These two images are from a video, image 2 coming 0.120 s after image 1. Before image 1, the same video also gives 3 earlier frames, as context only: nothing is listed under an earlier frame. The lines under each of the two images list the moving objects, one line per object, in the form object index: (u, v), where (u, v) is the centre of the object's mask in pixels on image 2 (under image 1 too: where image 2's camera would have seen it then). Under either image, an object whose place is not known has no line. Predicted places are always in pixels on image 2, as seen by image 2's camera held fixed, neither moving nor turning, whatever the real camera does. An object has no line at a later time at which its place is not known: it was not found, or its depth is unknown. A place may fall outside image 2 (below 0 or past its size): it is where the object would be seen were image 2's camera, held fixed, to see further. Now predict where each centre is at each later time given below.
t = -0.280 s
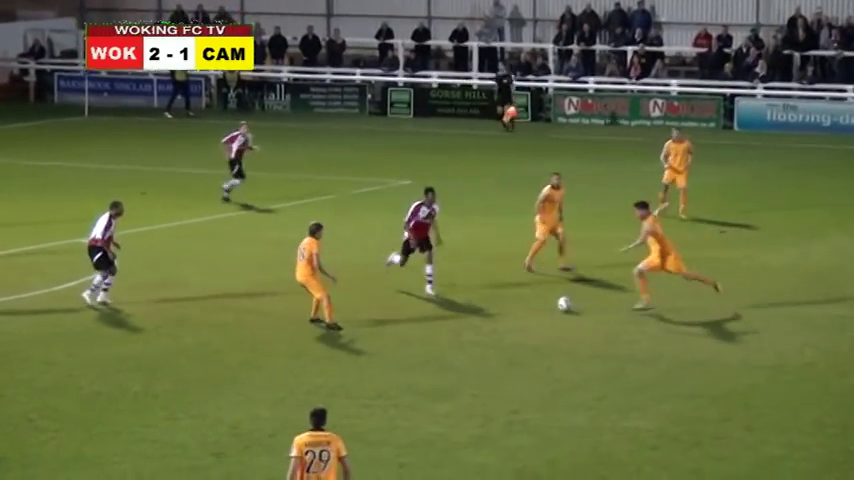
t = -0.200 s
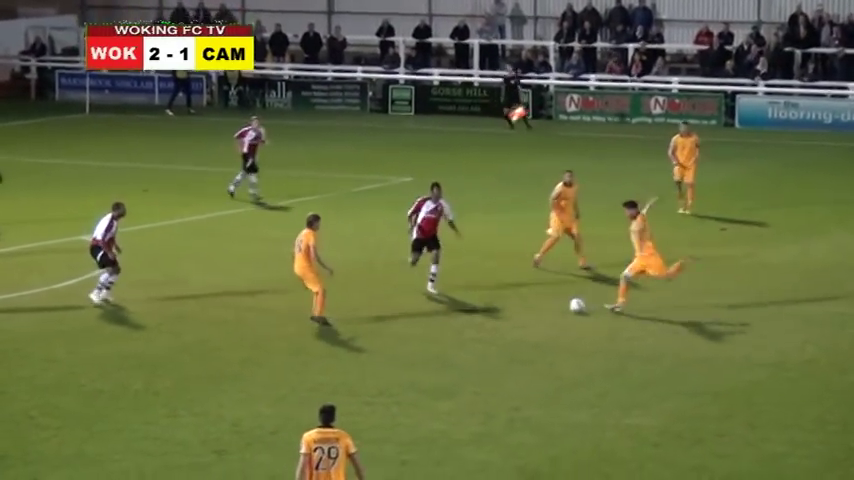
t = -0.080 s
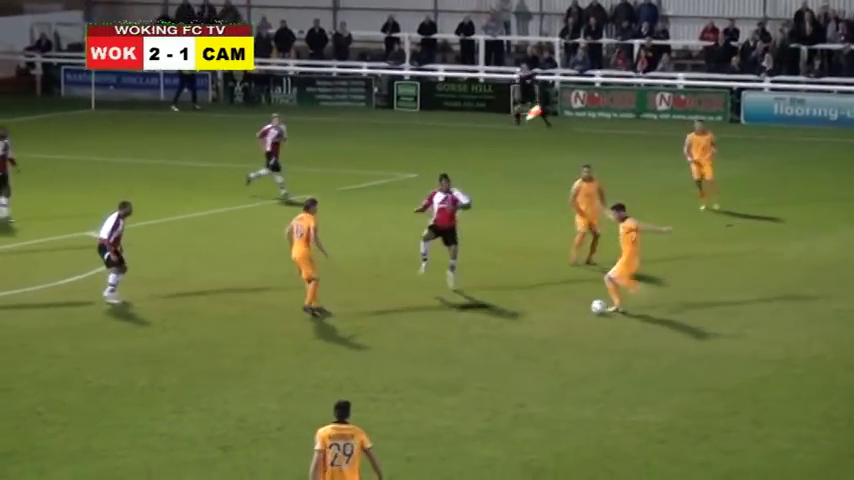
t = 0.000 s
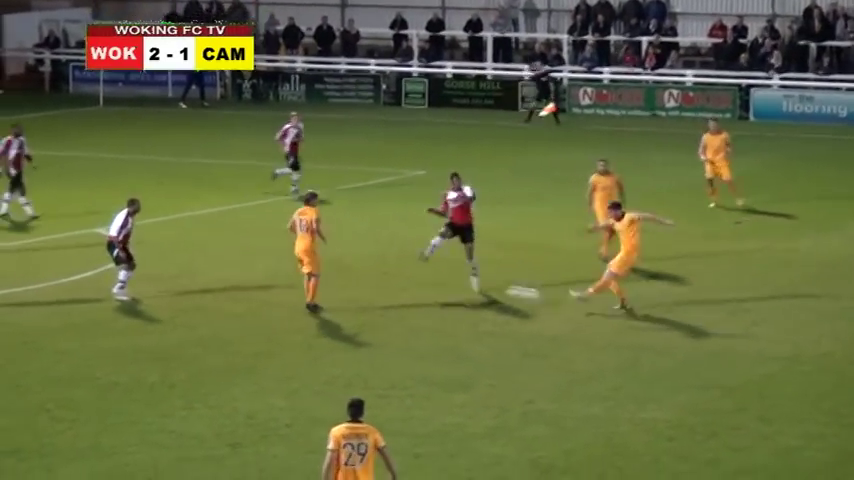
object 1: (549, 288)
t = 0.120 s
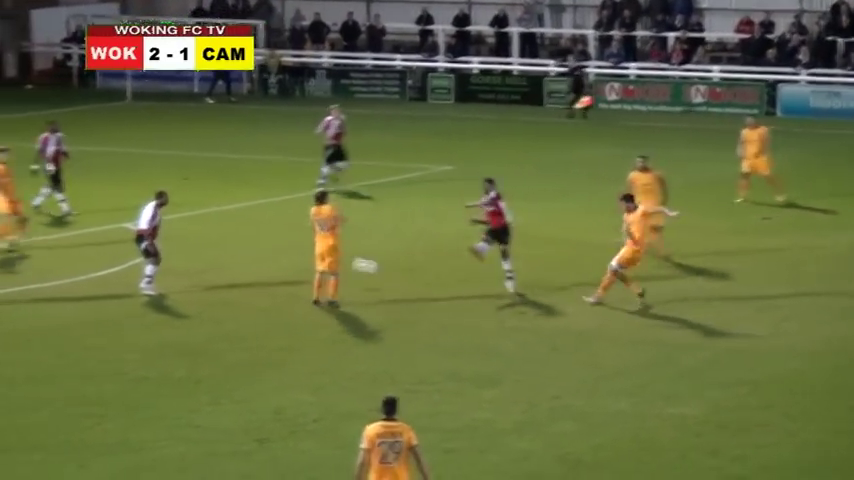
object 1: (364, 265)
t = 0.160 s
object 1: (305, 259)
